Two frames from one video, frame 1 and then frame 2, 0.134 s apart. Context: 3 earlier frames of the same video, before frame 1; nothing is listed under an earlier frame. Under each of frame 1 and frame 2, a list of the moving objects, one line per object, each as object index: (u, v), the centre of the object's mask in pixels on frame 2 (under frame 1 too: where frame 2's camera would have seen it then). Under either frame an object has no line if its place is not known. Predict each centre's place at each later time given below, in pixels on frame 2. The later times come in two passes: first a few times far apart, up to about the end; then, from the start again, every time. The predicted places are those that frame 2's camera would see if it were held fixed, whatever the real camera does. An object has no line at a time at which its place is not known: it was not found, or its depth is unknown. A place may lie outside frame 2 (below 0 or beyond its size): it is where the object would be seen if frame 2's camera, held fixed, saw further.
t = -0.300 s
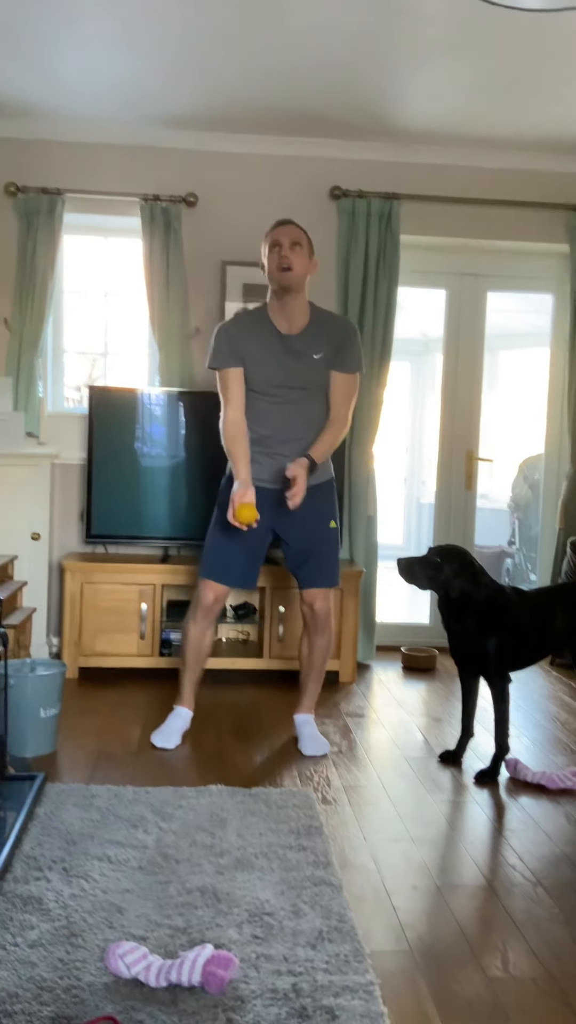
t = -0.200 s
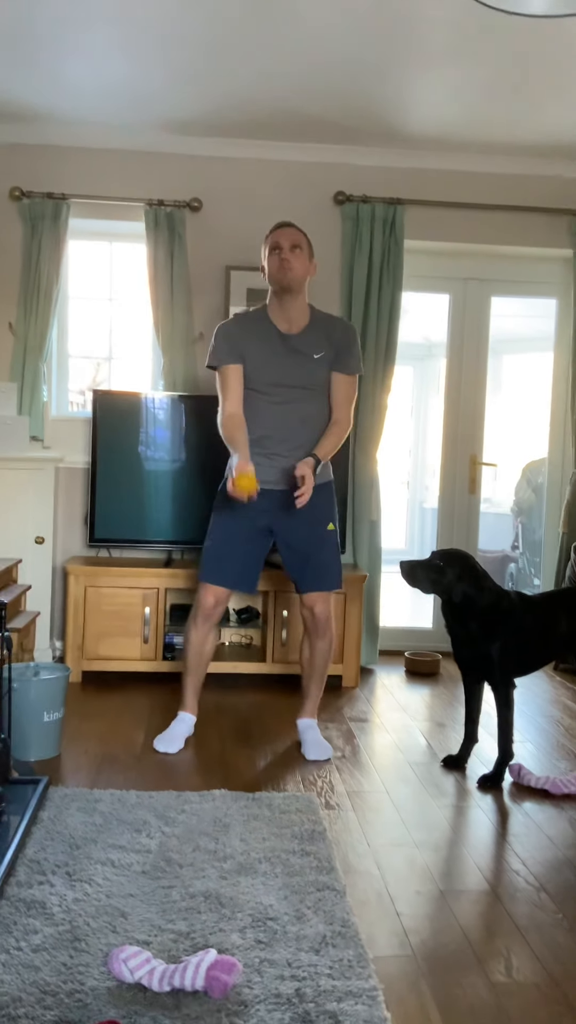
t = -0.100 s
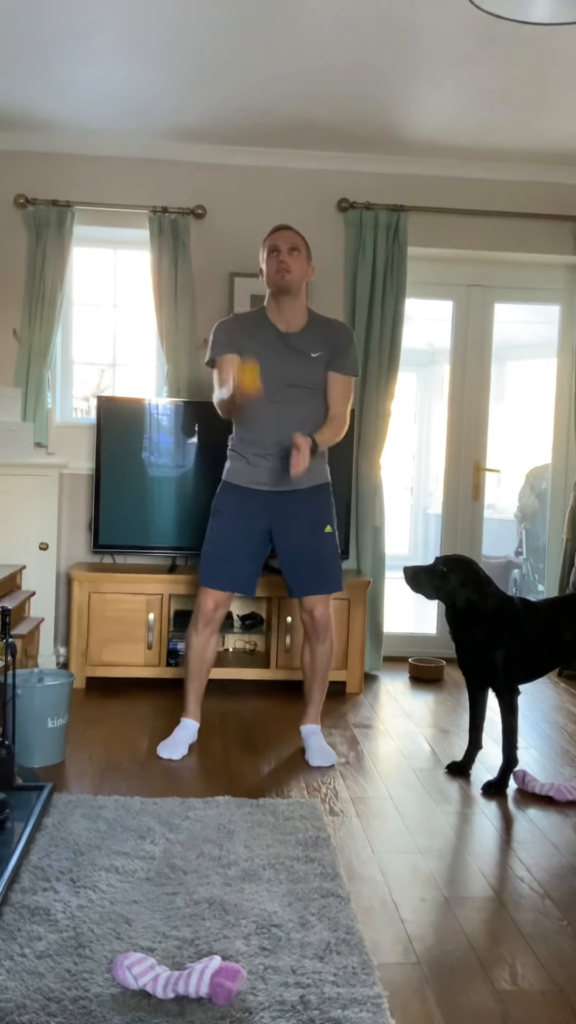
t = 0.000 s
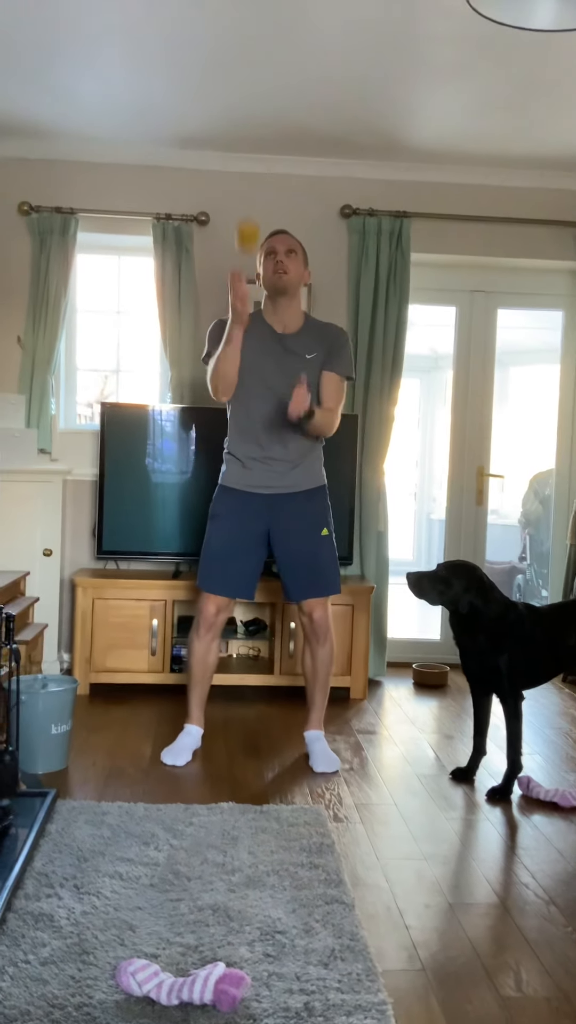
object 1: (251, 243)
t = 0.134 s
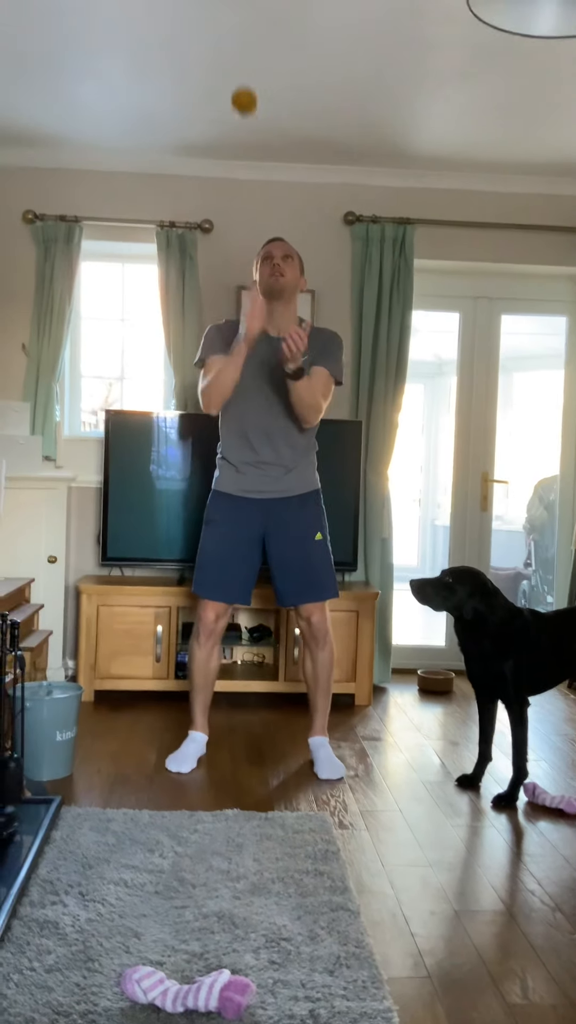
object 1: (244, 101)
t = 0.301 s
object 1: (233, 18)
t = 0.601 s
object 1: (203, 131)
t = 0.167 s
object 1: (242, 76)
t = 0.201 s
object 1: (240, 55)
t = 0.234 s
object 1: (238, 38)
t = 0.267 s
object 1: (235, 26)
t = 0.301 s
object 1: (233, 18)
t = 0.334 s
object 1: (230, 14)
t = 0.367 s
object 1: (227, 13)
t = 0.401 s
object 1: (224, 18)
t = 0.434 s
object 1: (221, 26)
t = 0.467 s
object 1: (217, 38)
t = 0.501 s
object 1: (214, 55)
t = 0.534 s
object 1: (211, 76)
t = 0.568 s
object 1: (207, 102)
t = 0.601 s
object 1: (203, 131)
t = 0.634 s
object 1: (199, 165)
